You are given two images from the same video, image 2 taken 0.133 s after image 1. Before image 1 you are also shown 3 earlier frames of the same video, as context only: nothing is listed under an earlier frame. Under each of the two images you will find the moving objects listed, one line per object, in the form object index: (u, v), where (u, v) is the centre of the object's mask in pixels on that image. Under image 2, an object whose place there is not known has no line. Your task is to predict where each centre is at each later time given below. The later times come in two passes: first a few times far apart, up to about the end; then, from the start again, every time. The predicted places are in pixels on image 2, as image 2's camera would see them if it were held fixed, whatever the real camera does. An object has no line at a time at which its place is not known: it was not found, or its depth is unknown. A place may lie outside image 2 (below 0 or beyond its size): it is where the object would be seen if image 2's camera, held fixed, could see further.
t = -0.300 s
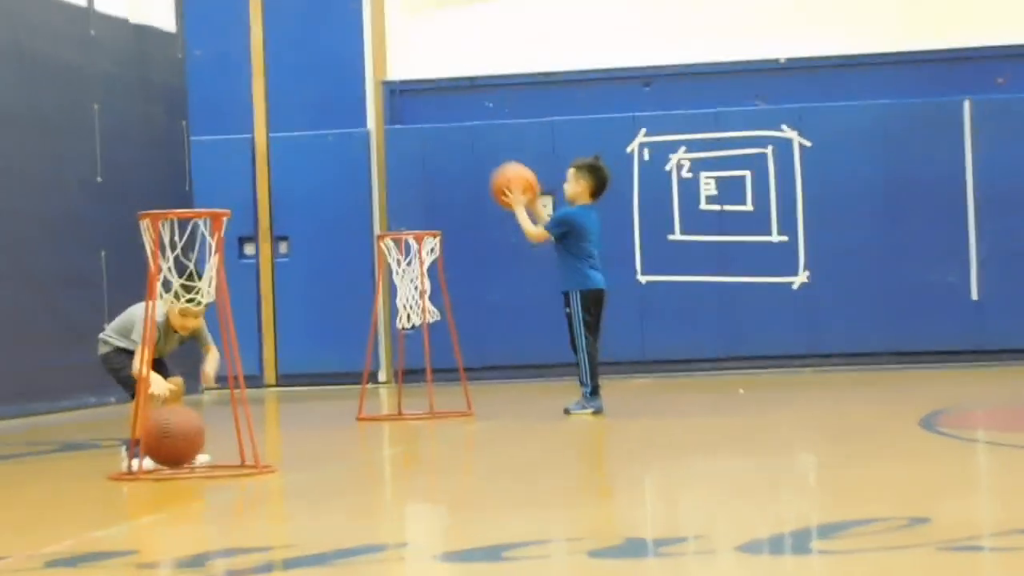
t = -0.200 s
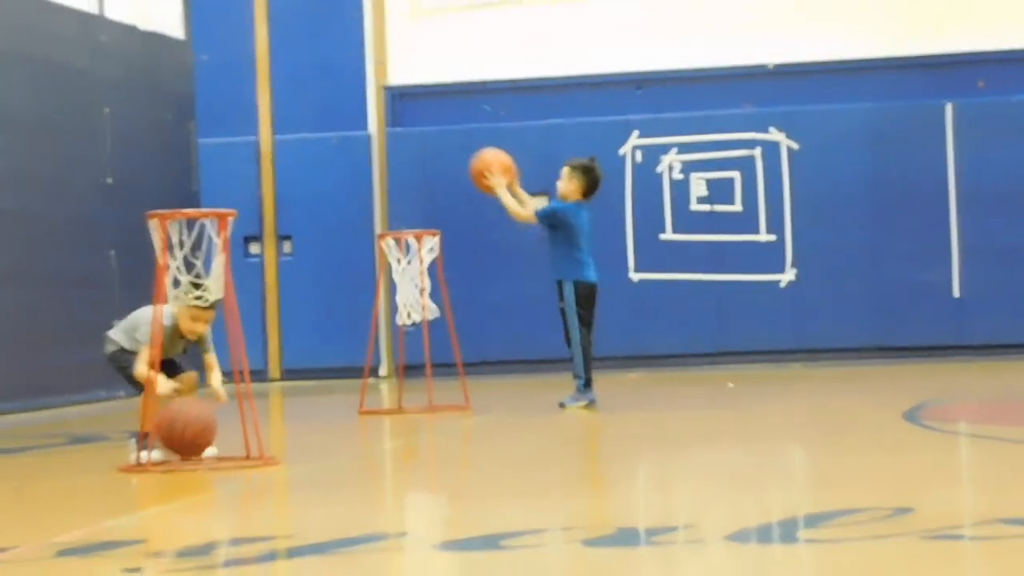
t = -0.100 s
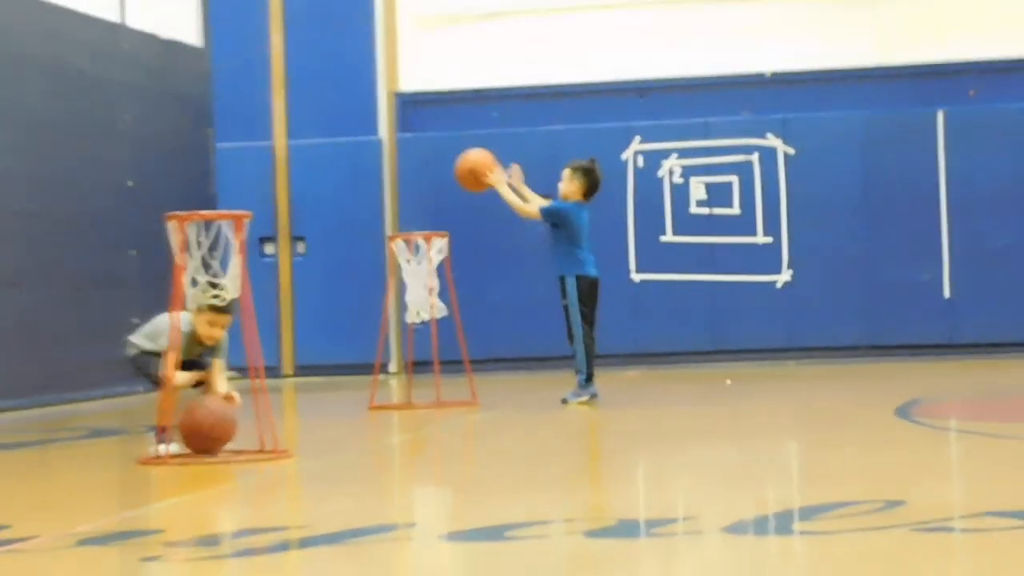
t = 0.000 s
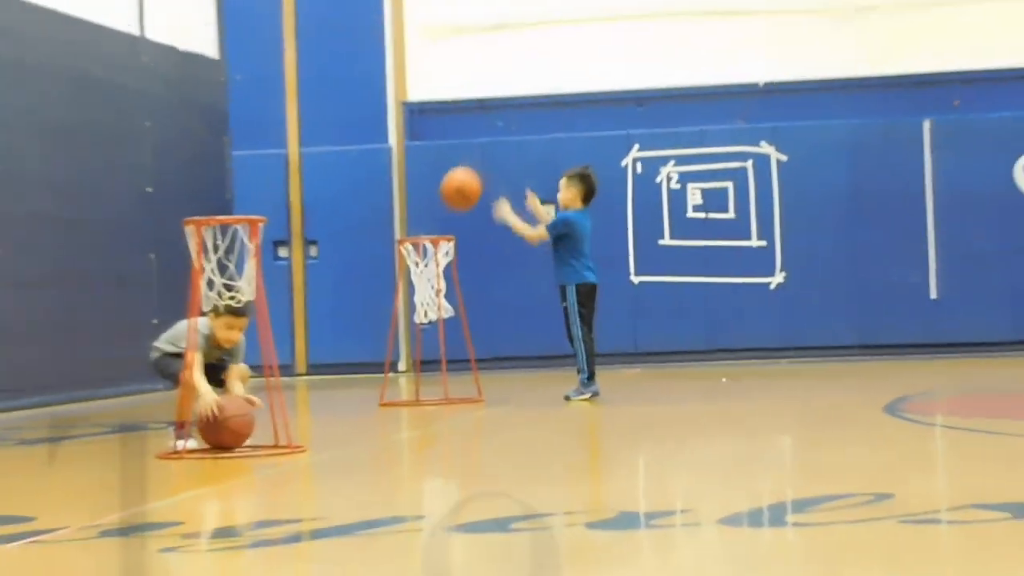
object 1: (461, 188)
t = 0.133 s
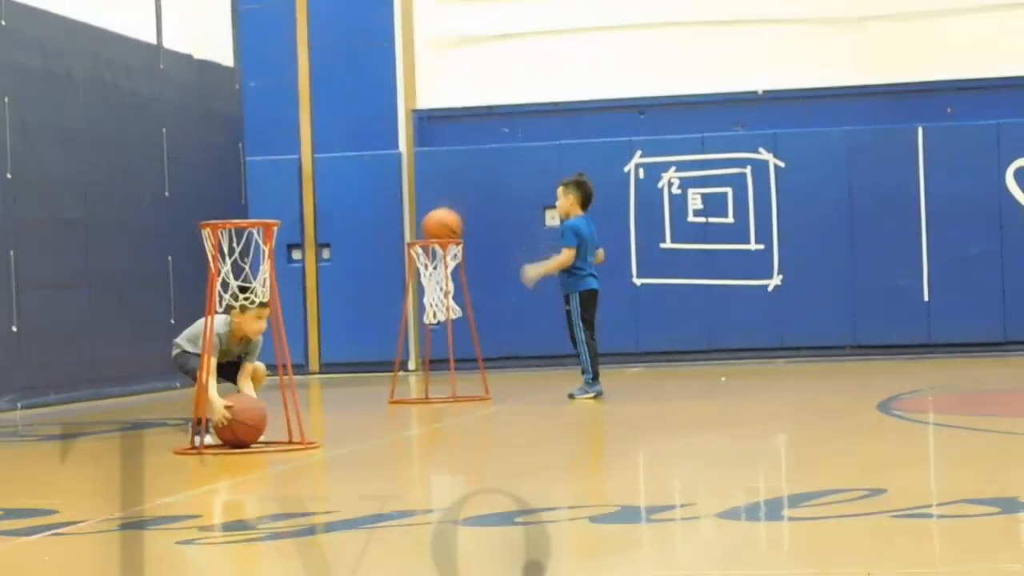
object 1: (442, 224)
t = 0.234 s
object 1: (429, 233)
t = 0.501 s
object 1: (426, 270)
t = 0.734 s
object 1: (440, 333)
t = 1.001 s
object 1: (449, 345)
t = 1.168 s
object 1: (455, 354)
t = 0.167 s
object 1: (434, 227)
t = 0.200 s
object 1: (428, 230)
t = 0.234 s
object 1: (429, 233)
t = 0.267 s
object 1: (433, 236)
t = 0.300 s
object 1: (432, 236)
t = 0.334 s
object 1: (431, 238)
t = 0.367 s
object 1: (428, 239)
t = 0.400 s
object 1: (427, 246)
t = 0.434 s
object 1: (425, 250)
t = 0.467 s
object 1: (426, 260)
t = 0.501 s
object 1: (426, 270)
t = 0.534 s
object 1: (429, 278)
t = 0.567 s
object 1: (430, 287)
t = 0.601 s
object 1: (432, 294)
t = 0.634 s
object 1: (434, 301)
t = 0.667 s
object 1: (436, 312)
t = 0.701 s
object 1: (440, 325)
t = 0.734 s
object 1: (440, 333)
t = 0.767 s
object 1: (440, 345)
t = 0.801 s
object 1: (441, 359)
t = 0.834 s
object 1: (443, 375)
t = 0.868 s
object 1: (444, 370)
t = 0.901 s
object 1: (445, 360)
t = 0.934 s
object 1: (446, 353)
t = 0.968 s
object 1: (448, 348)
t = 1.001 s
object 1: (449, 345)
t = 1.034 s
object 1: (450, 344)
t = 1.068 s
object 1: (451, 344)
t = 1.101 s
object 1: (452, 345)
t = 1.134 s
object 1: (453, 349)
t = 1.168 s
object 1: (455, 354)
